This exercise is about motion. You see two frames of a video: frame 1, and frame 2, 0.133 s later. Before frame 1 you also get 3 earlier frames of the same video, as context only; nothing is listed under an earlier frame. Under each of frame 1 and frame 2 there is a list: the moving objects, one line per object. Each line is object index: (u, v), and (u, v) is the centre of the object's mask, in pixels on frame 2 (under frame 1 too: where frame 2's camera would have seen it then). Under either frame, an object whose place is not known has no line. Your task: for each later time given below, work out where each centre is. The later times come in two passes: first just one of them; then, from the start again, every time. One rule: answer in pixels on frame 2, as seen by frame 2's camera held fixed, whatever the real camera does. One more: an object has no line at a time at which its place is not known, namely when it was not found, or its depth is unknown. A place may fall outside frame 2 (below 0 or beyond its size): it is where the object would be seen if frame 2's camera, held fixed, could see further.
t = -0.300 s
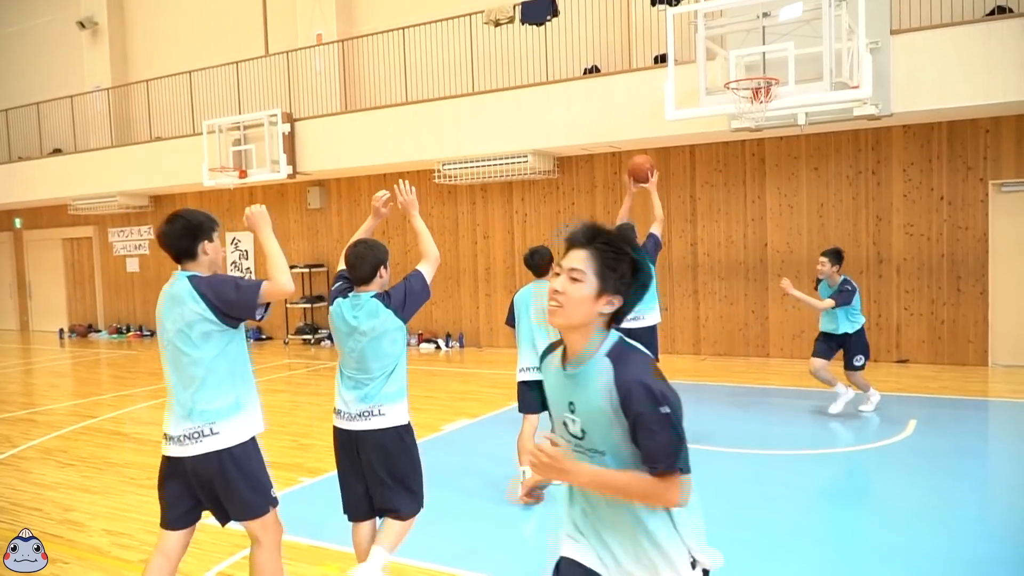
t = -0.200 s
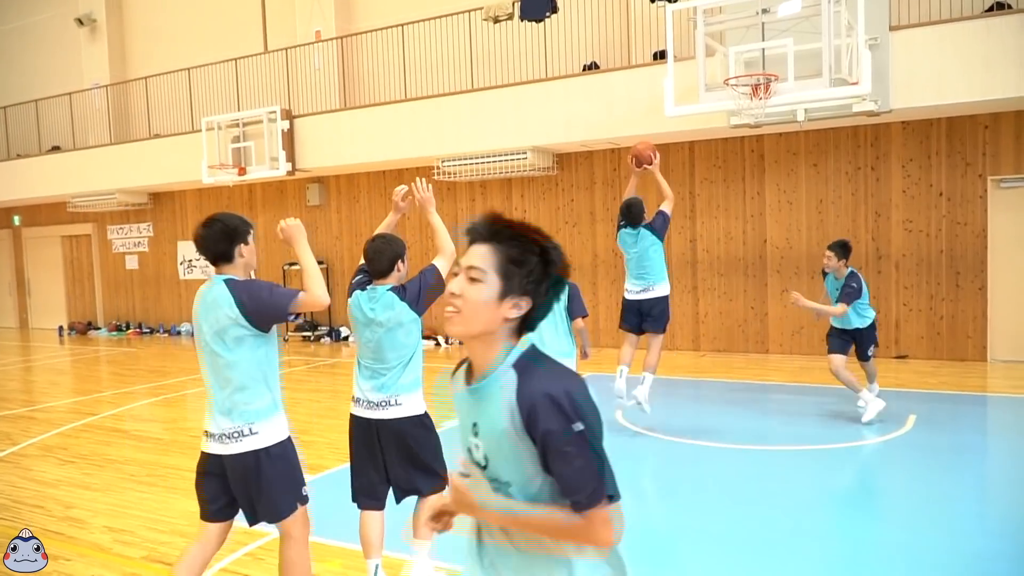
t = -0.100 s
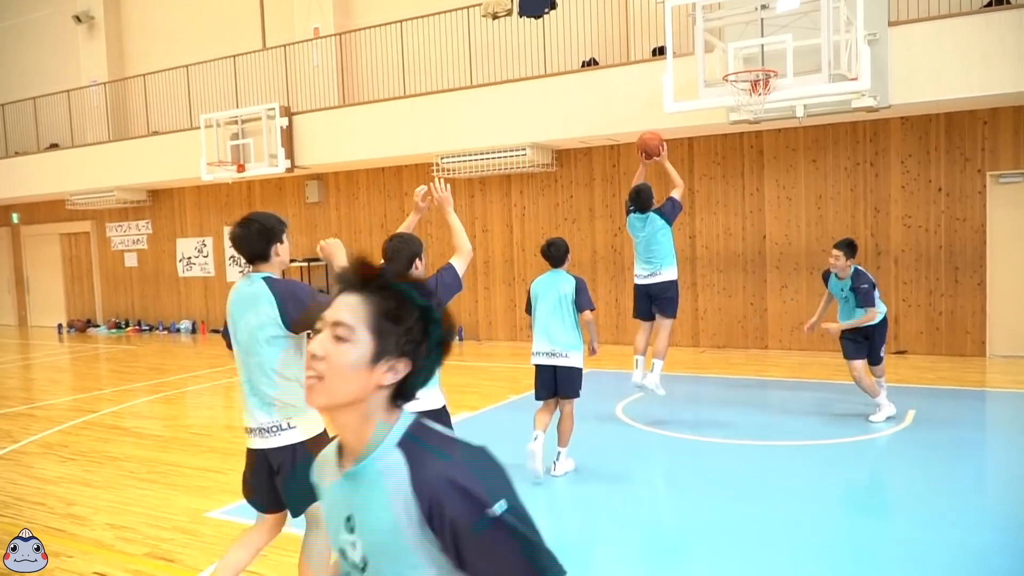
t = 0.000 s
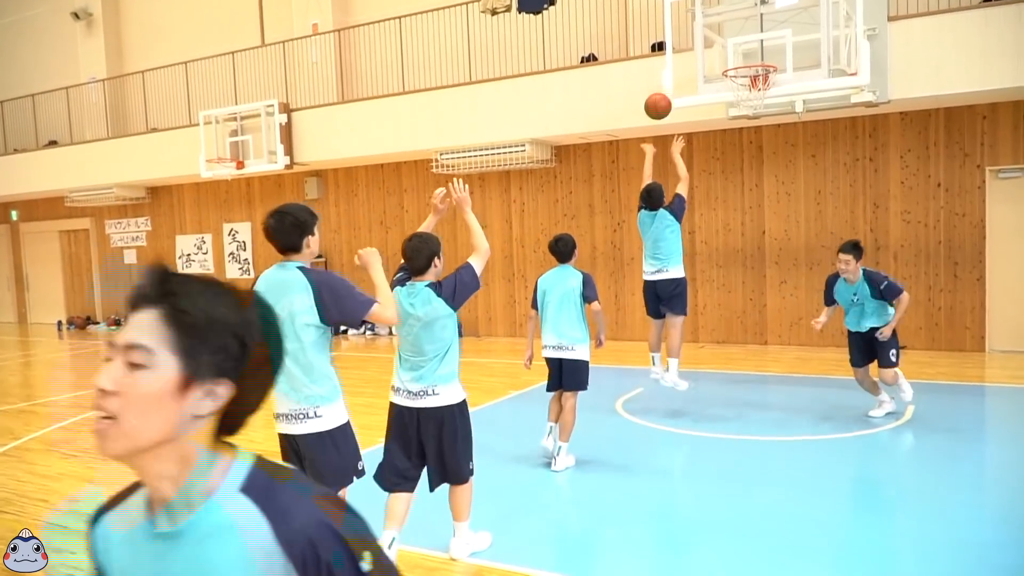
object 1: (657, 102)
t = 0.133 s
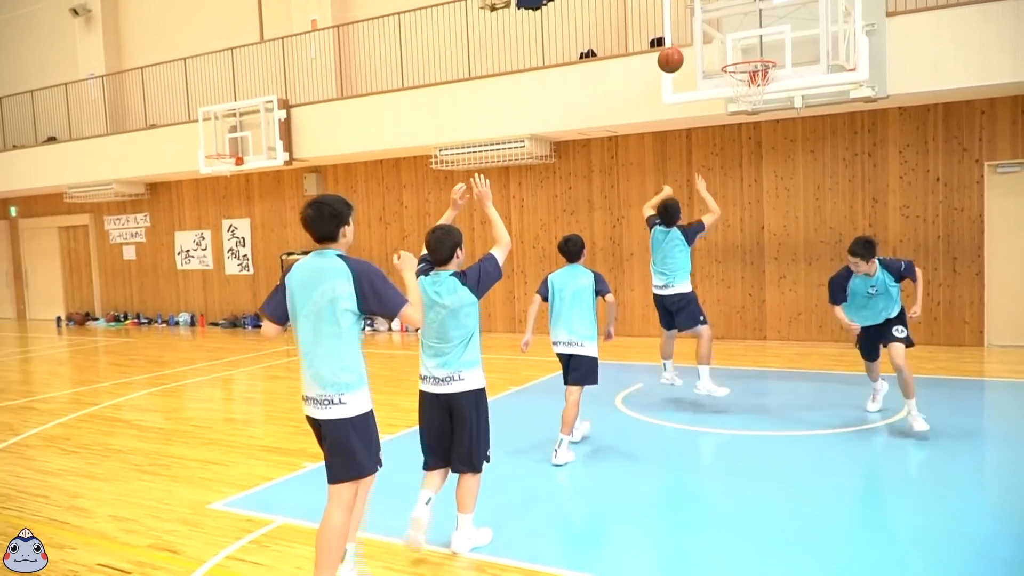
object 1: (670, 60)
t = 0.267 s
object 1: (683, 39)
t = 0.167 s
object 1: (674, 53)
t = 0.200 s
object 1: (677, 47)
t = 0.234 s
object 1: (680, 43)
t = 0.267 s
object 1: (683, 39)
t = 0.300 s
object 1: (686, 37)
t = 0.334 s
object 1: (685, 38)
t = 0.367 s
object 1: (683, 40)
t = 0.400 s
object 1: (680, 44)
